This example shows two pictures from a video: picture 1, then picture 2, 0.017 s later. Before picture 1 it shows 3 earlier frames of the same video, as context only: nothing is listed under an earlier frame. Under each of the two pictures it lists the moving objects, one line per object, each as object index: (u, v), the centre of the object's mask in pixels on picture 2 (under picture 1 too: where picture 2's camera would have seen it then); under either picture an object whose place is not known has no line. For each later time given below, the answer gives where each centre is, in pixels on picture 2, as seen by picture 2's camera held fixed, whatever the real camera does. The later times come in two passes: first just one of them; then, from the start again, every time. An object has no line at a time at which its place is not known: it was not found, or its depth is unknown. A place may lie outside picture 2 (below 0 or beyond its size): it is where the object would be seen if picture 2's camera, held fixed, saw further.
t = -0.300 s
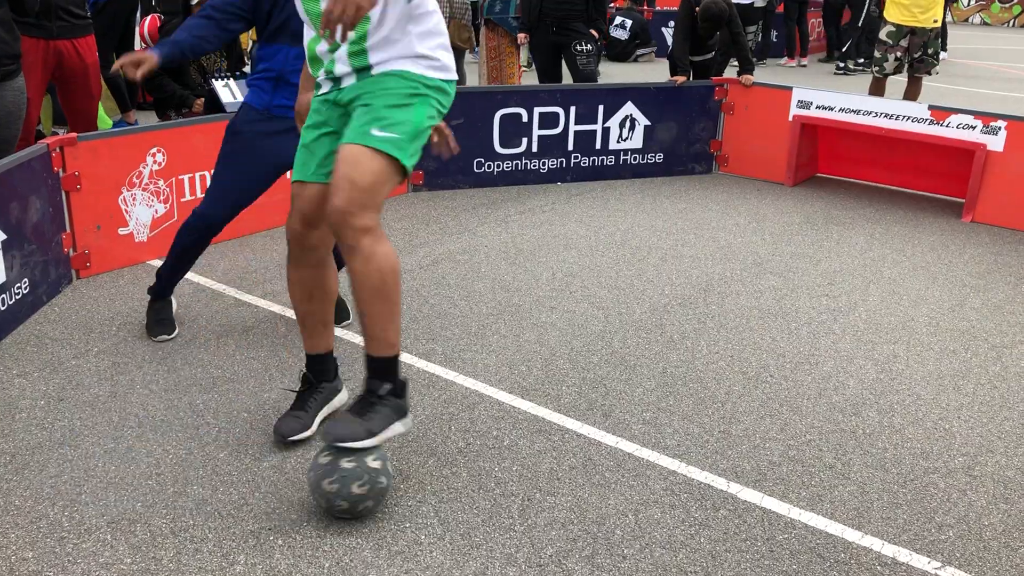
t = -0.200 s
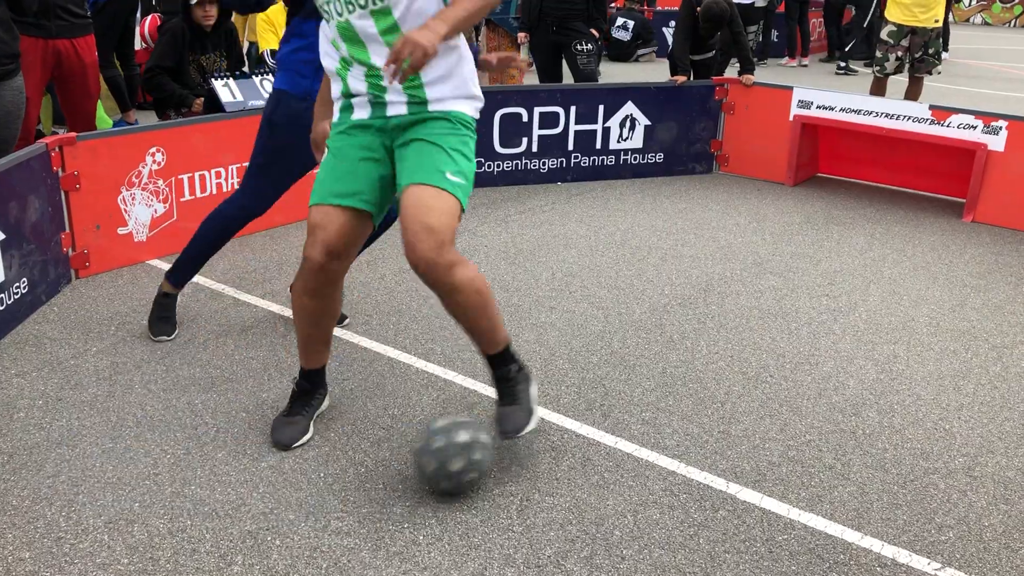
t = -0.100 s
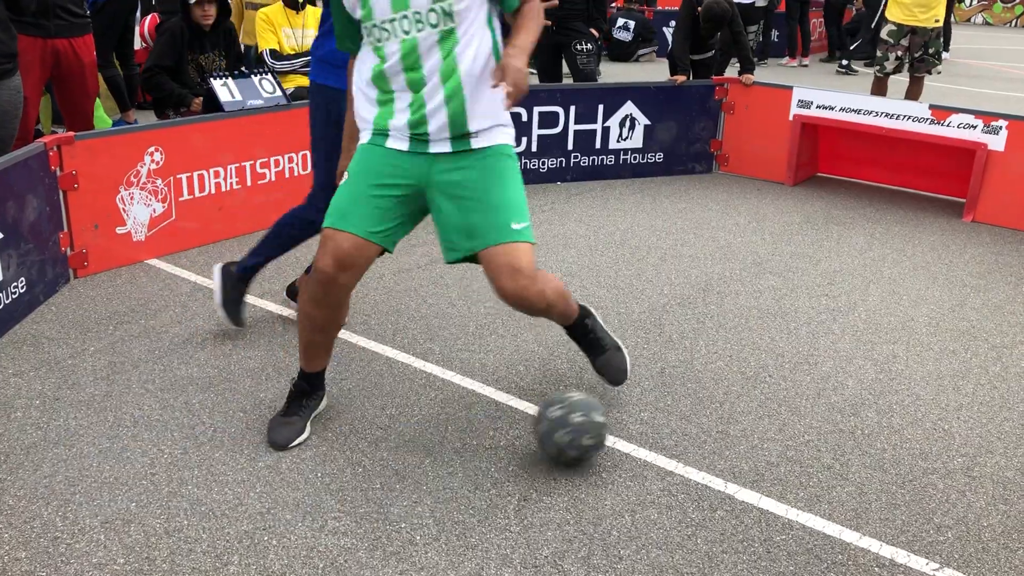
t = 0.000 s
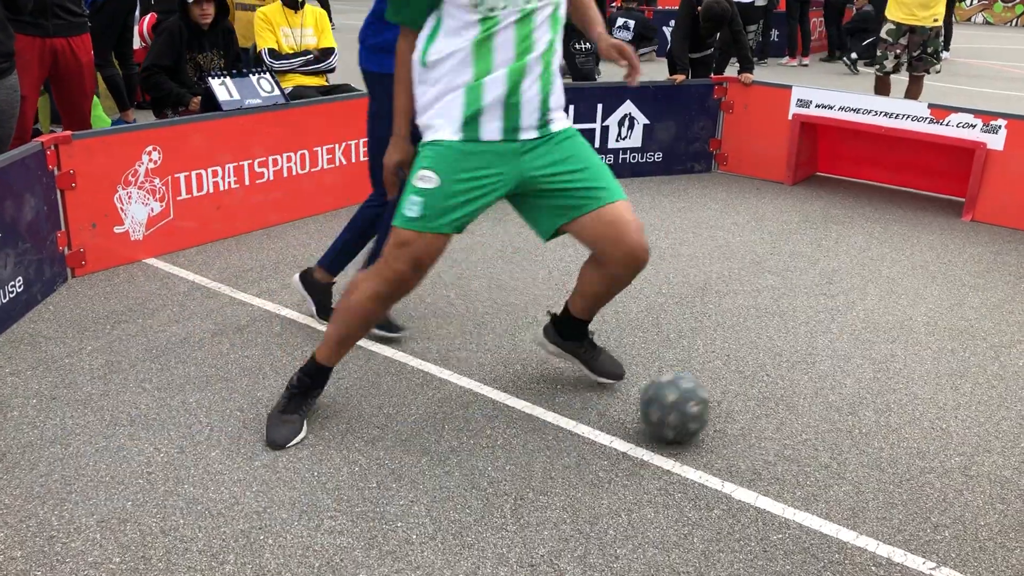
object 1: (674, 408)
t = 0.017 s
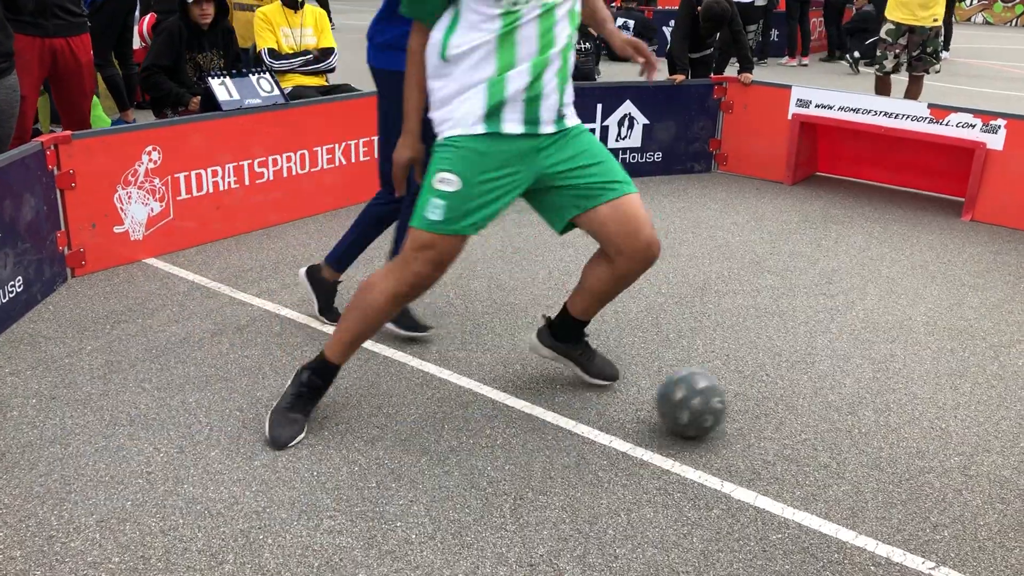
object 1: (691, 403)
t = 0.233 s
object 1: (885, 364)
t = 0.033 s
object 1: (707, 401)
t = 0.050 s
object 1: (723, 398)
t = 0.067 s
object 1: (739, 394)
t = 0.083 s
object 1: (755, 390)
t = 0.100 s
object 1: (770, 387)
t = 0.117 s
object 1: (785, 384)
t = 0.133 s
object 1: (801, 382)
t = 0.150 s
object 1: (815, 379)
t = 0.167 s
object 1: (830, 376)
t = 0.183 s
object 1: (843, 375)
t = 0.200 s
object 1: (858, 372)
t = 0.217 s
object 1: (872, 366)
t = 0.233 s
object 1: (885, 364)
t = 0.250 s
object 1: (898, 361)
